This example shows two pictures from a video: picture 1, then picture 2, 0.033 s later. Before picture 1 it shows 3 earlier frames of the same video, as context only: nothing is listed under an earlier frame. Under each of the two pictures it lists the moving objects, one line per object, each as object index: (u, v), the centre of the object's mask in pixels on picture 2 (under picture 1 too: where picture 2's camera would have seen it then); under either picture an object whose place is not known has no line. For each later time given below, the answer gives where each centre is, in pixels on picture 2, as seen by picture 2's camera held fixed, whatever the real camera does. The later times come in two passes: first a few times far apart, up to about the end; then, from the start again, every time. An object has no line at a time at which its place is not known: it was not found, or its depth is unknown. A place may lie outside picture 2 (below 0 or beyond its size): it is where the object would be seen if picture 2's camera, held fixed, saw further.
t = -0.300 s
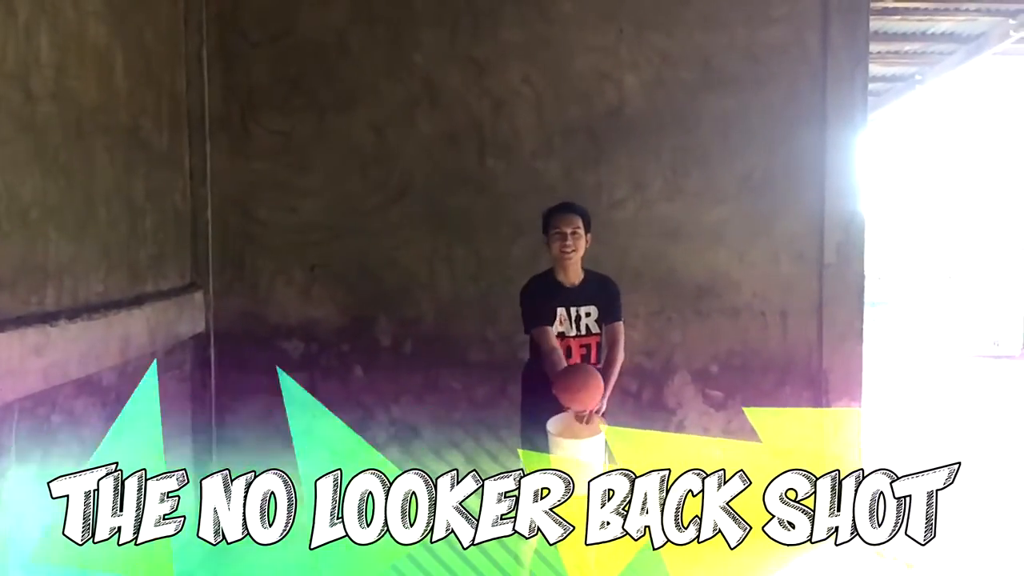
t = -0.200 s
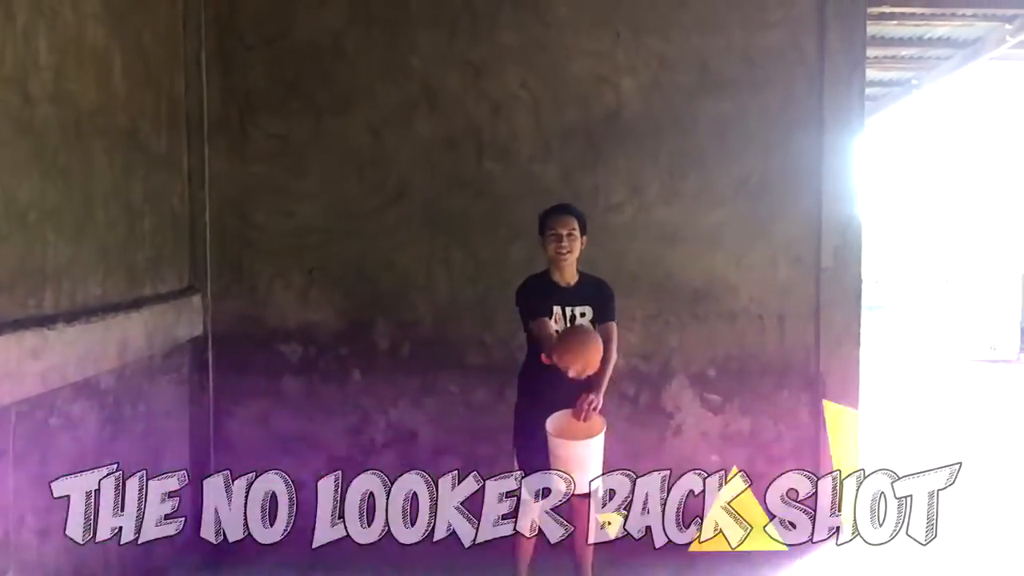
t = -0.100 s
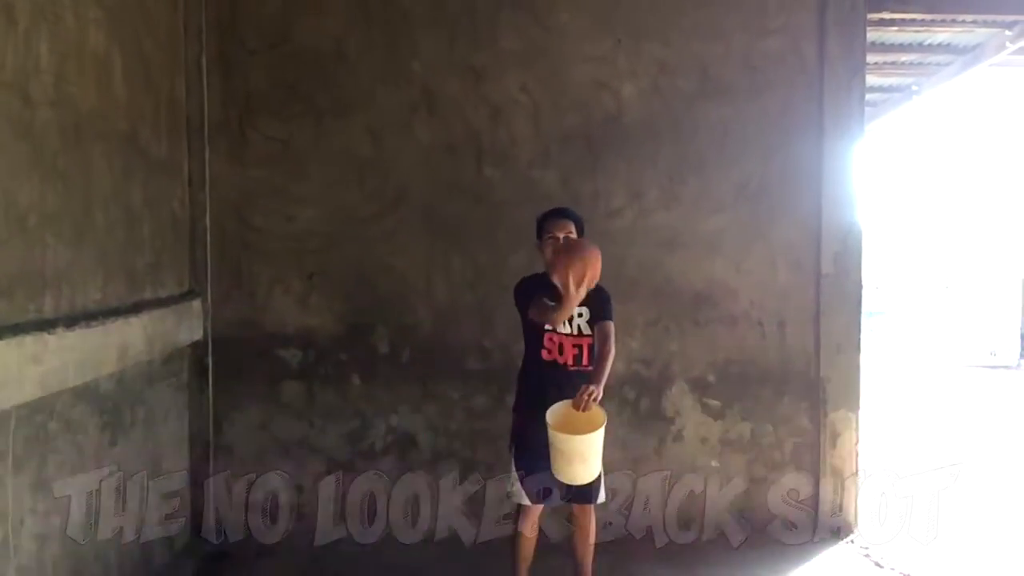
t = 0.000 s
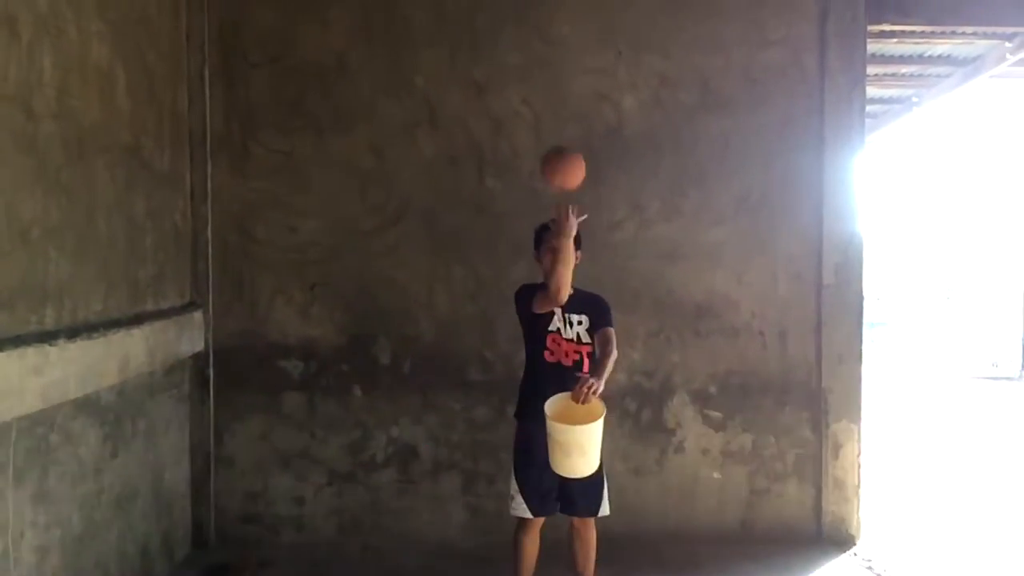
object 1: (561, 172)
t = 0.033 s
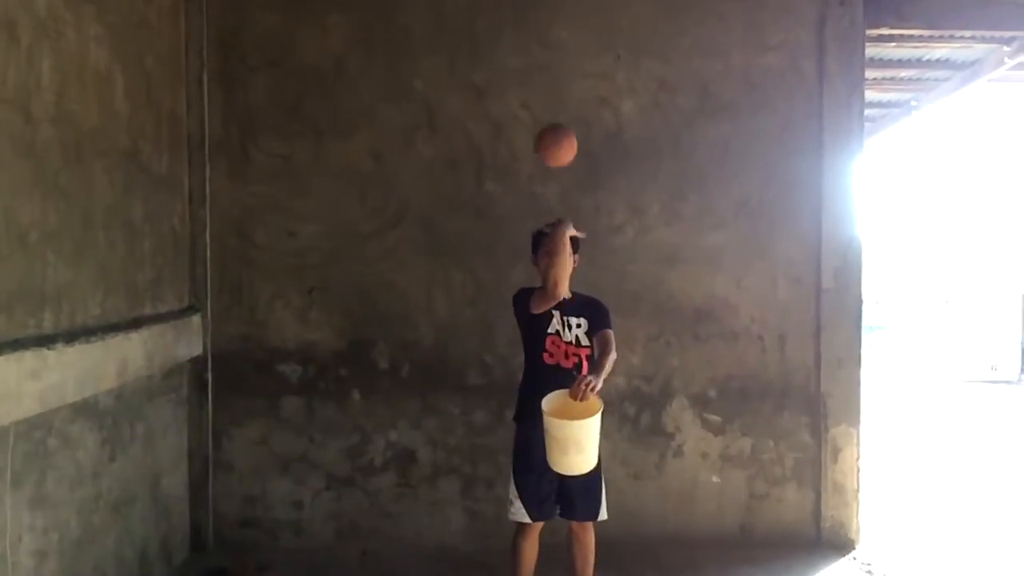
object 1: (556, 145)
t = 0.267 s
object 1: (525, 68)
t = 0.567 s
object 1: (516, 135)
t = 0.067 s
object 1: (550, 124)
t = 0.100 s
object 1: (545, 106)
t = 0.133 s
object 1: (540, 93)
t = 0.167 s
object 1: (537, 82)
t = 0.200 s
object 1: (532, 75)
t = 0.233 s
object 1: (528, 70)
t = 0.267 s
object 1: (525, 68)
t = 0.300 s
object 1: (523, 67)
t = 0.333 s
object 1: (523, 67)
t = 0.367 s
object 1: (522, 68)
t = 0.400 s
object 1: (521, 72)
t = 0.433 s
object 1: (520, 79)
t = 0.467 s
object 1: (520, 88)
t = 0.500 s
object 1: (519, 100)
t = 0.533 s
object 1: (517, 117)
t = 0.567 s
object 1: (516, 135)
